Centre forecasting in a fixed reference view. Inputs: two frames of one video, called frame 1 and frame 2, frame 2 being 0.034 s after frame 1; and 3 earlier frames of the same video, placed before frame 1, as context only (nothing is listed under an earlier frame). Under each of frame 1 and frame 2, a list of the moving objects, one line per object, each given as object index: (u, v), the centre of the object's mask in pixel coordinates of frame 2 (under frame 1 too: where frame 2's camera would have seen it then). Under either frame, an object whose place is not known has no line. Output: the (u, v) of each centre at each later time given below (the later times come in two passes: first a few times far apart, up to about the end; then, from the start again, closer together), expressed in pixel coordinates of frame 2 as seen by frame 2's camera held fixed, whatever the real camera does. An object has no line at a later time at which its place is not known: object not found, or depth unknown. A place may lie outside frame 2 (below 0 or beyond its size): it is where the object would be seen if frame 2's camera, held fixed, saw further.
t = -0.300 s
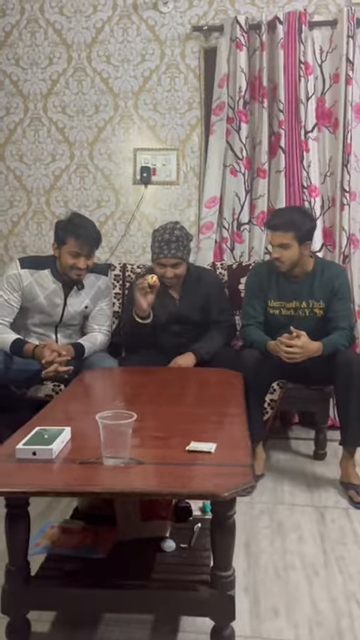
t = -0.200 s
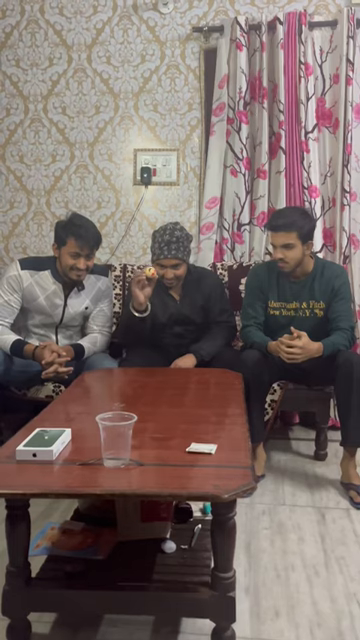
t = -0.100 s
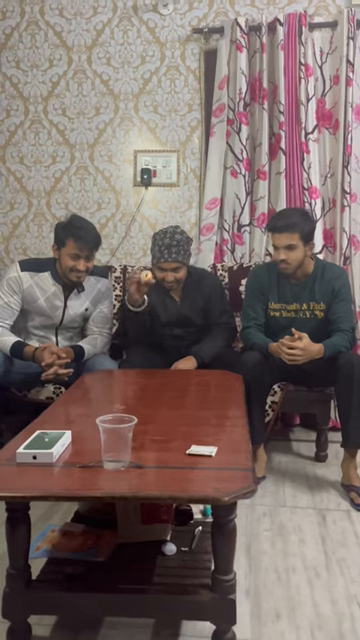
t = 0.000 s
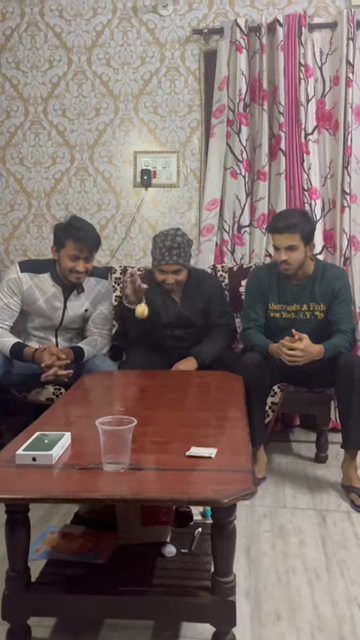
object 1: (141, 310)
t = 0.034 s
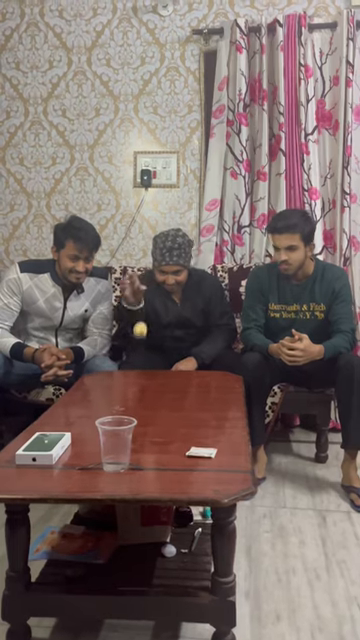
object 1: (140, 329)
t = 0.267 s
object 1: (128, 345)
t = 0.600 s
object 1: (110, 443)
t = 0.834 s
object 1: (47, 409)
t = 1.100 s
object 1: (-3, 439)
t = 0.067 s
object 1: (138, 352)
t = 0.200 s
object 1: (132, 369)
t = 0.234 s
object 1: (130, 356)
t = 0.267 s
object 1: (128, 345)
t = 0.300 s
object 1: (126, 338)
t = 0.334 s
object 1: (124, 334)
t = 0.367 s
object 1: (122, 334)
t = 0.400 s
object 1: (120, 339)
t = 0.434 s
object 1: (119, 347)
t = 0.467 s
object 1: (117, 360)
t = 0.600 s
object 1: (110, 443)
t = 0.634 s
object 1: (101, 425)
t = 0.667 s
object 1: (92, 412)
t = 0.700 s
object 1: (83, 402)
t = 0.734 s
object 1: (74, 397)
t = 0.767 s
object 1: (65, 397)
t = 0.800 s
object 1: (56, 401)
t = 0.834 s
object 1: (47, 409)
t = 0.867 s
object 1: (39, 420)
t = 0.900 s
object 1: (32, 425)
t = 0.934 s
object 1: (24, 418)
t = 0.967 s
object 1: (19, 414)
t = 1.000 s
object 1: (12, 413)
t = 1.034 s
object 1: (5, 418)
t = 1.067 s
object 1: (0, 425)
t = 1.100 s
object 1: (-3, 439)
